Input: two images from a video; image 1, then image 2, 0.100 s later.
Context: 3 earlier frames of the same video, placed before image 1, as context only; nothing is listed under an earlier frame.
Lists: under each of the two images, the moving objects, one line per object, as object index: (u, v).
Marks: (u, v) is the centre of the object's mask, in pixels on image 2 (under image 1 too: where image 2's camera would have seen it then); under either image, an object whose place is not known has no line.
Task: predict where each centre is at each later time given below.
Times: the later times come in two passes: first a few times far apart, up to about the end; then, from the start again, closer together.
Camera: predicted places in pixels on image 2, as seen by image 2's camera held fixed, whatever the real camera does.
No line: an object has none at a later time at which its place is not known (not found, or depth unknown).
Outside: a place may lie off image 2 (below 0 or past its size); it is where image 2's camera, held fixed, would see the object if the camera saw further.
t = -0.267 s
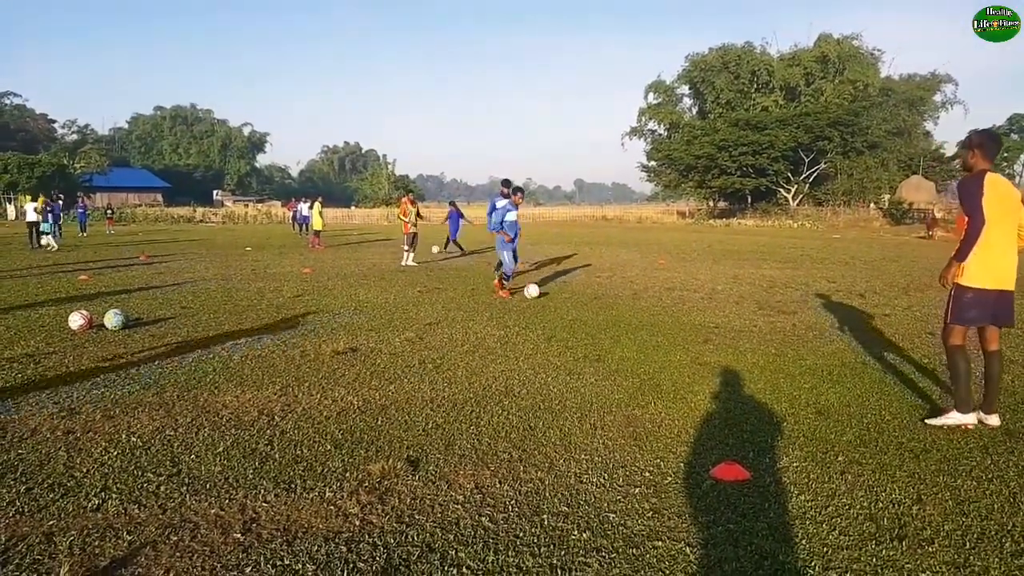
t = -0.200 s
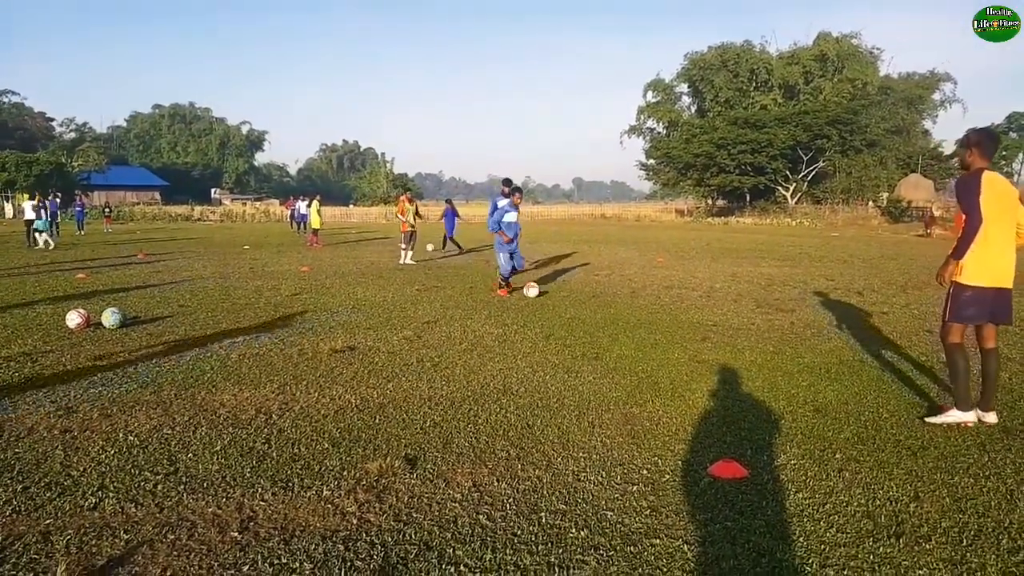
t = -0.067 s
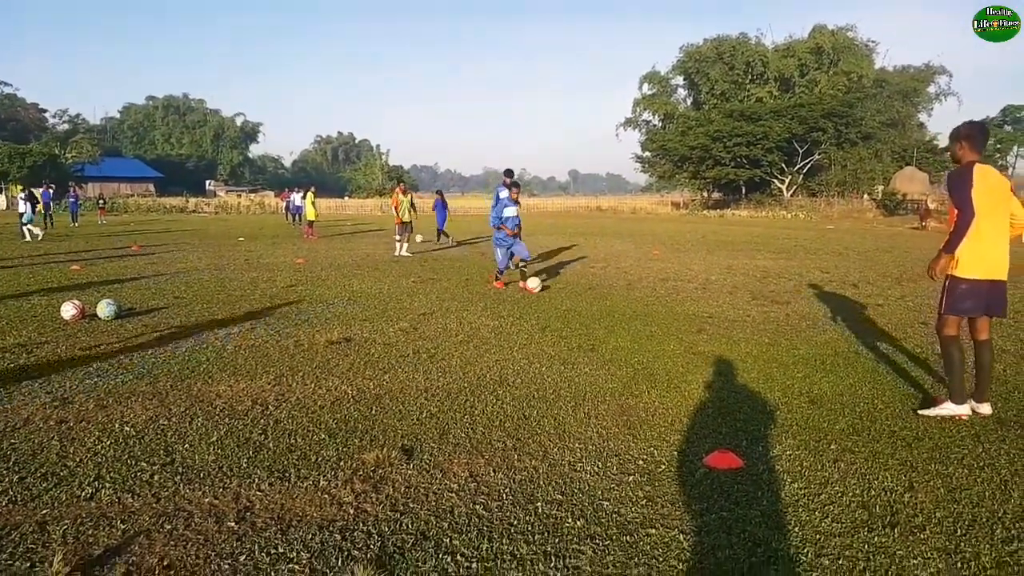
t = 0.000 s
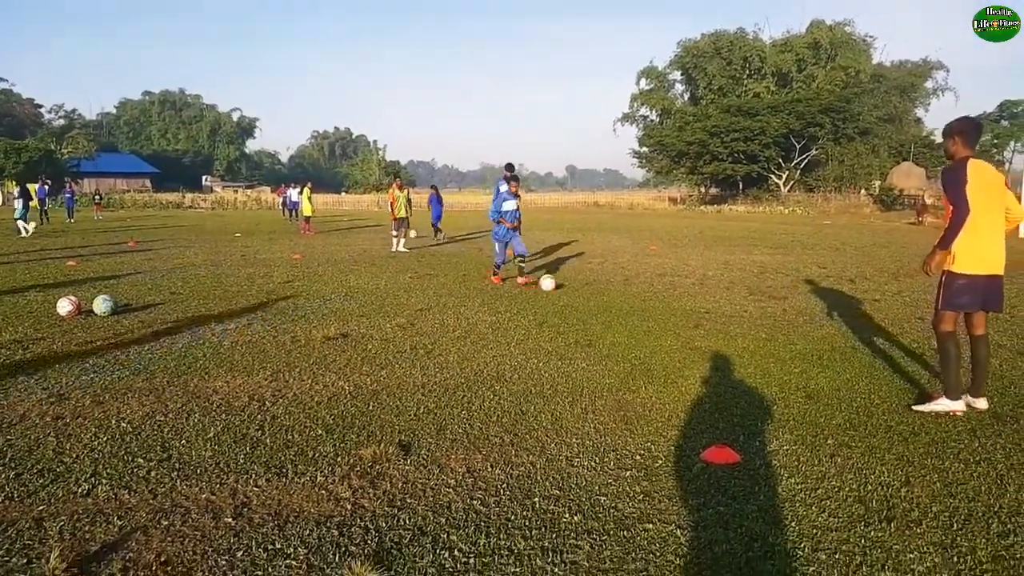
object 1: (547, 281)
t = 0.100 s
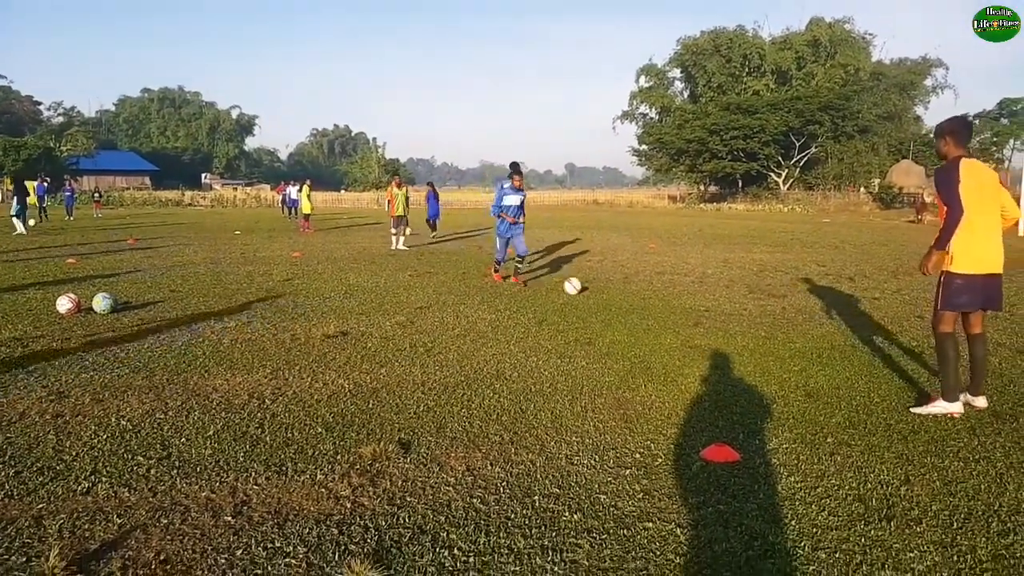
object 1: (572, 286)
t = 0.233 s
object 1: (604, 292)
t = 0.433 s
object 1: (653, 302)
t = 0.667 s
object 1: (718, 317)
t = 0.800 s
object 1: (761, 324)
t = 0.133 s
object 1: (580, 286)
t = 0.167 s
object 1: (588, 287)
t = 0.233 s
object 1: (604, 292)
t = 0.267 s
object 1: (612, 294)
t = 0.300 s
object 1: (620, 295)
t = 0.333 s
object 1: (628, 296)
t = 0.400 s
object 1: (644, 302)
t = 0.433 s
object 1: (653, 302)
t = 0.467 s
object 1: (661, 304)
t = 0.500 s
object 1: (670, 306)
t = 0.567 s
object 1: (688, 312)
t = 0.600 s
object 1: (698, 314)
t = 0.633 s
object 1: (708, 315)
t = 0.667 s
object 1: (718, 317)
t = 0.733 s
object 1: (739, 322)
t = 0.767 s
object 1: (750, 323)
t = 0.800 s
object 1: (761, 324)
